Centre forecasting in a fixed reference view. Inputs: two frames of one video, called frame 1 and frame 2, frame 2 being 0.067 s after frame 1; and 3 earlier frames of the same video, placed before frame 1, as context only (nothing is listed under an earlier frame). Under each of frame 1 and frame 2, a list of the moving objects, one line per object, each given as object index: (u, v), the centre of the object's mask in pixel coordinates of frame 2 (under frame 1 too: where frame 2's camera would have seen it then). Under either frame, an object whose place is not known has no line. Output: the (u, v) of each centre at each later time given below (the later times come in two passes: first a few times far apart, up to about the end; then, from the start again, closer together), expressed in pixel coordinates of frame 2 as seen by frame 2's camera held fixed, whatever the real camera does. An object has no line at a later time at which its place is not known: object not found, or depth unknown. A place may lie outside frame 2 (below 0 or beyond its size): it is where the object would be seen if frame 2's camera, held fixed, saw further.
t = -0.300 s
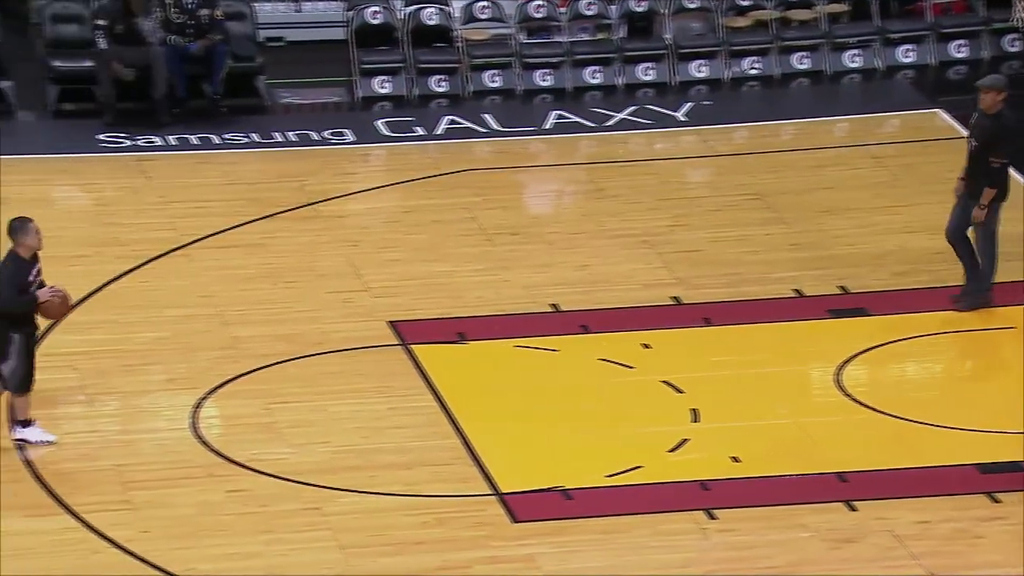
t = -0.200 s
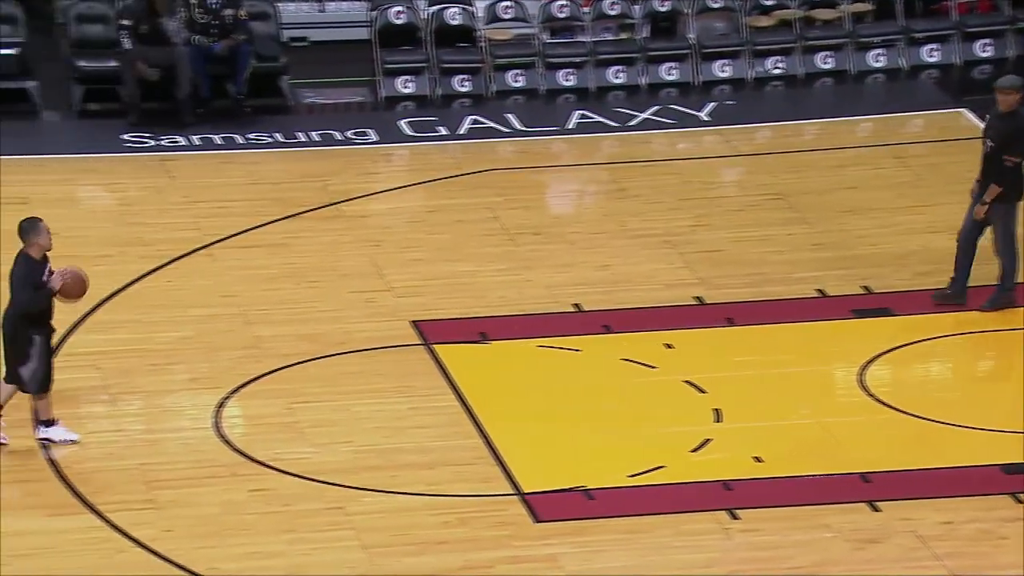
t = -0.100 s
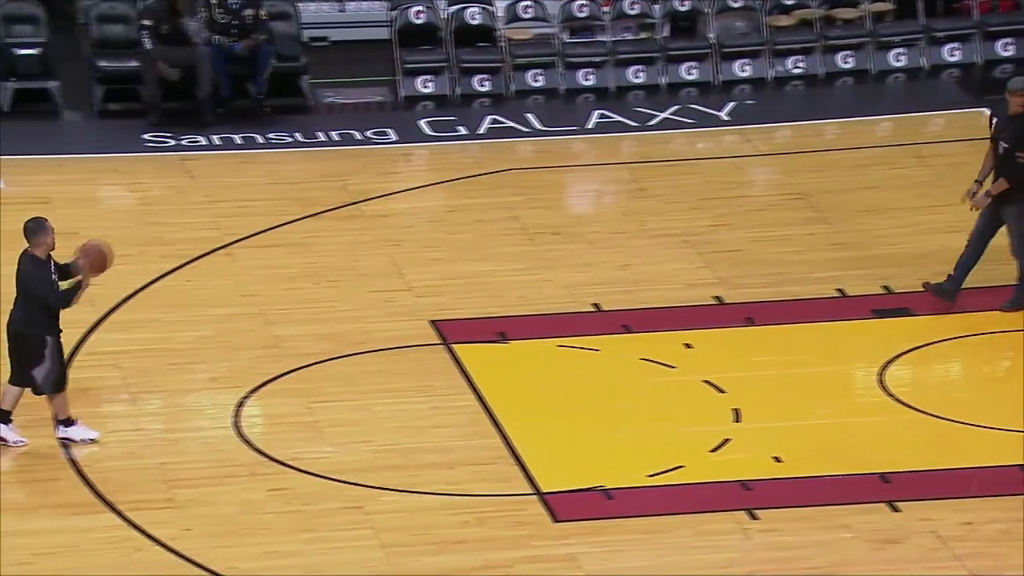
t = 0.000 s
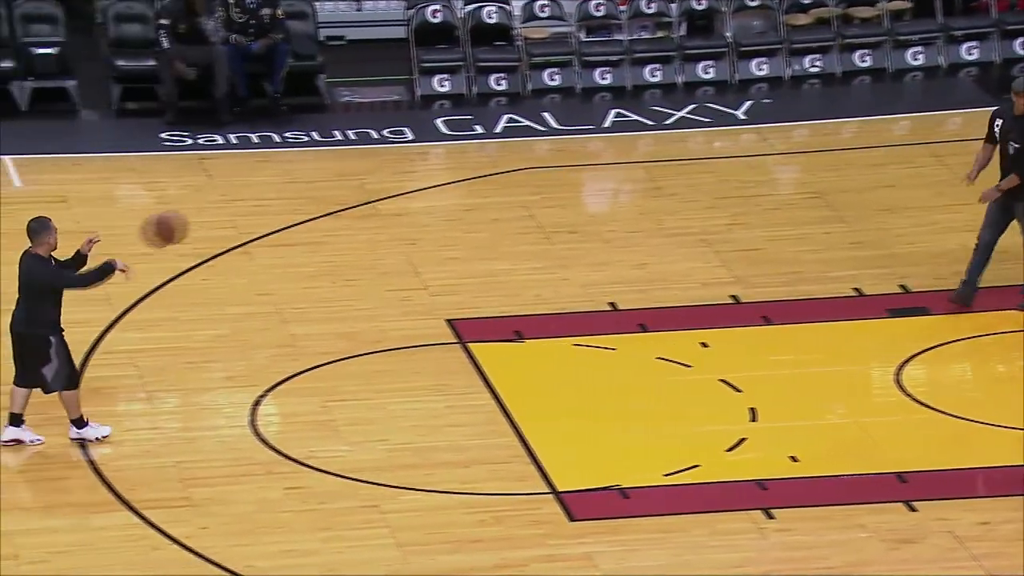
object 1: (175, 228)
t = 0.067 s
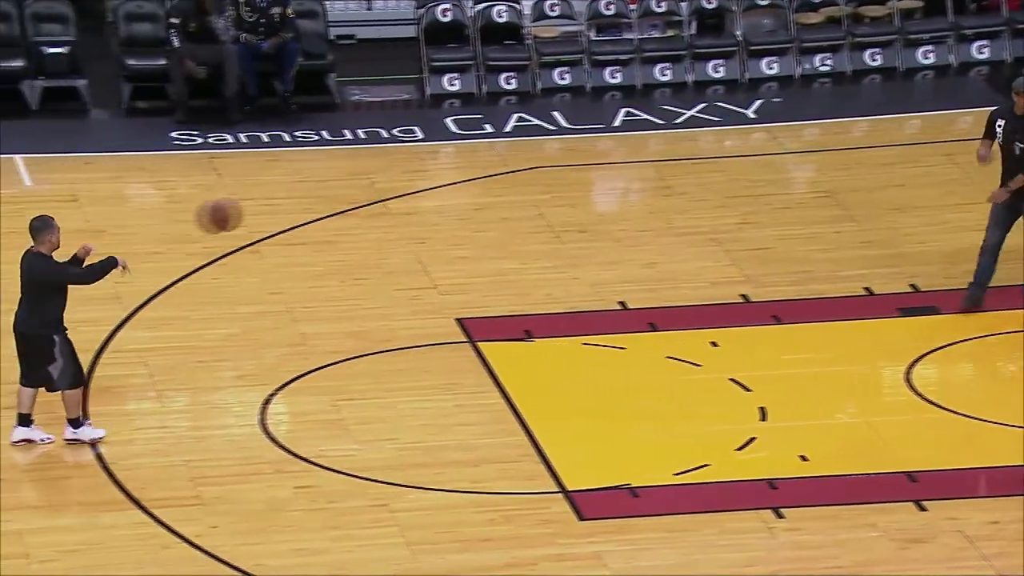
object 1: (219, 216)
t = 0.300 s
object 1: (374, 220)
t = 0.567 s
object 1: (540, 302)
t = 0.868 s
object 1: (682, 336)
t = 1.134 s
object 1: (763, 276)
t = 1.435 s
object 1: (850, 320)
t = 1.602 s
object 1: (892, 392)
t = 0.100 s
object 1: (241, 212)
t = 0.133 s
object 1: (263, 209)
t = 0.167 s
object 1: (285, 208)
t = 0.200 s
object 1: (307, 209)
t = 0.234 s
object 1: (329, 210)
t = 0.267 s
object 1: (352, 215)
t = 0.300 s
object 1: (374, 220)
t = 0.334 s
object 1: (394, 225)
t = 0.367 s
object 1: (415, 233)
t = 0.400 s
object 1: (437, 241)
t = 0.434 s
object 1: (458, 252)
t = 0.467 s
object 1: (479, 263)
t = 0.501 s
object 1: (500, 277)
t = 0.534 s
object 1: (521, 290)
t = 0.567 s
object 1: (540, 302)
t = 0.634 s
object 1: (584, 342)
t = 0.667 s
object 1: (603, 361)
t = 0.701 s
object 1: (624, 382)
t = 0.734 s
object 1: (642, 397)
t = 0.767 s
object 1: (653, 380)
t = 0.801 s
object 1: (662, 364)
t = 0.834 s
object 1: (672, 350)
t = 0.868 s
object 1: (682, 336)
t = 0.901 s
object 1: (692, 324)
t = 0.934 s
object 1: (702, 311)
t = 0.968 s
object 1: (713, 301)
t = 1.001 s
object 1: (724, 292)
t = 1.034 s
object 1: (733, 287)
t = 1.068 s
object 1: (742, 283)
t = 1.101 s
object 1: (752, 279)
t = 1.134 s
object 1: (763, 276)
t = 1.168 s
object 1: (772, 276)
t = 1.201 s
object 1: (783, 276)
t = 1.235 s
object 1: (792, 278)
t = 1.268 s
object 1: (801, 281)
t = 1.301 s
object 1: (811, 285)
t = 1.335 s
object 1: (821, 290)
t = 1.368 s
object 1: (830, 299)
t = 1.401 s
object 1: (841, 311)
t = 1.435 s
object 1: (850, 320)
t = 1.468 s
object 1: (860, 334)
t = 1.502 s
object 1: (869, 346)
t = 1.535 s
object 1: (878, 361)
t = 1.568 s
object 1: (887, 376)
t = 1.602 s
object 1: (892, 392)
